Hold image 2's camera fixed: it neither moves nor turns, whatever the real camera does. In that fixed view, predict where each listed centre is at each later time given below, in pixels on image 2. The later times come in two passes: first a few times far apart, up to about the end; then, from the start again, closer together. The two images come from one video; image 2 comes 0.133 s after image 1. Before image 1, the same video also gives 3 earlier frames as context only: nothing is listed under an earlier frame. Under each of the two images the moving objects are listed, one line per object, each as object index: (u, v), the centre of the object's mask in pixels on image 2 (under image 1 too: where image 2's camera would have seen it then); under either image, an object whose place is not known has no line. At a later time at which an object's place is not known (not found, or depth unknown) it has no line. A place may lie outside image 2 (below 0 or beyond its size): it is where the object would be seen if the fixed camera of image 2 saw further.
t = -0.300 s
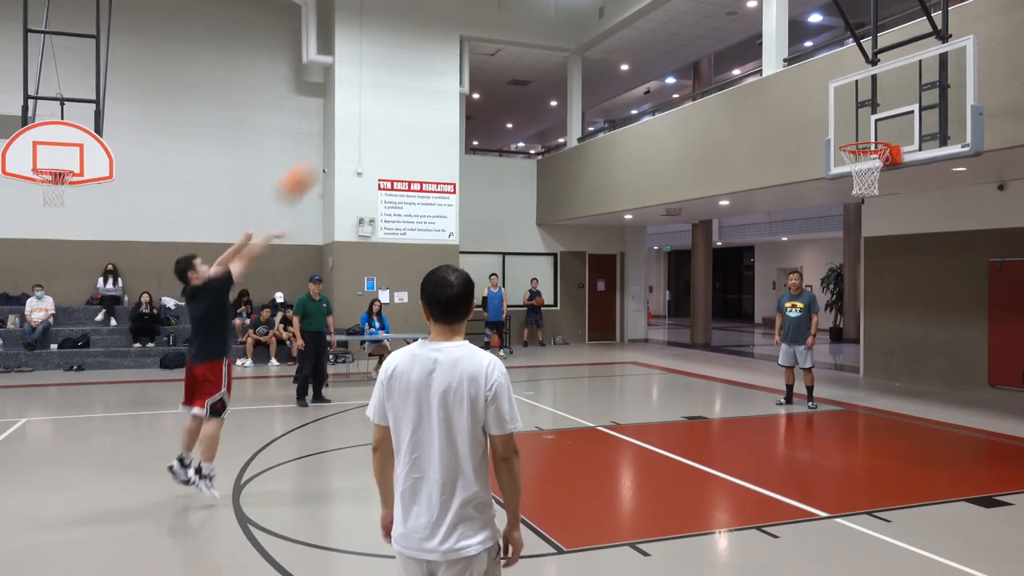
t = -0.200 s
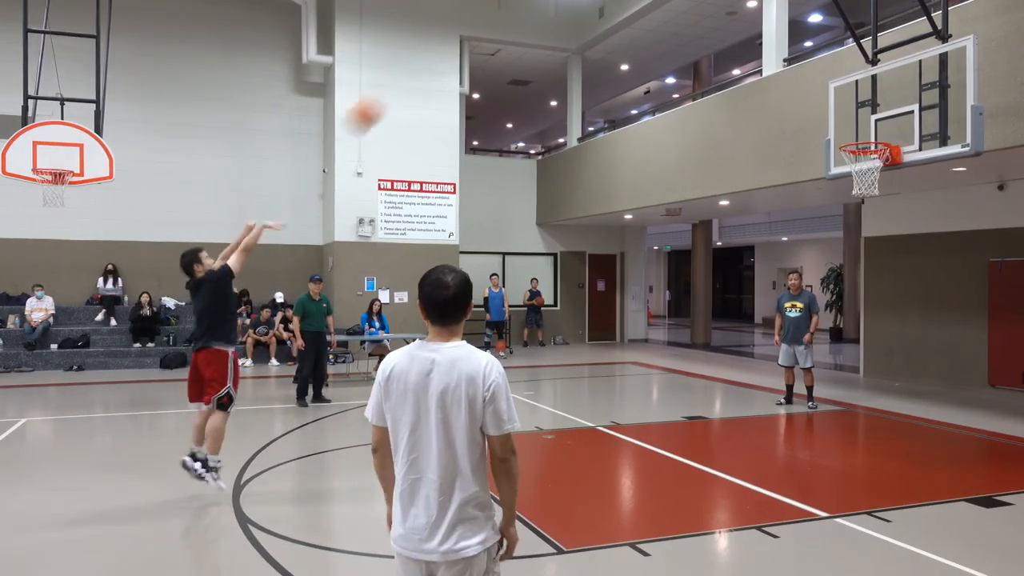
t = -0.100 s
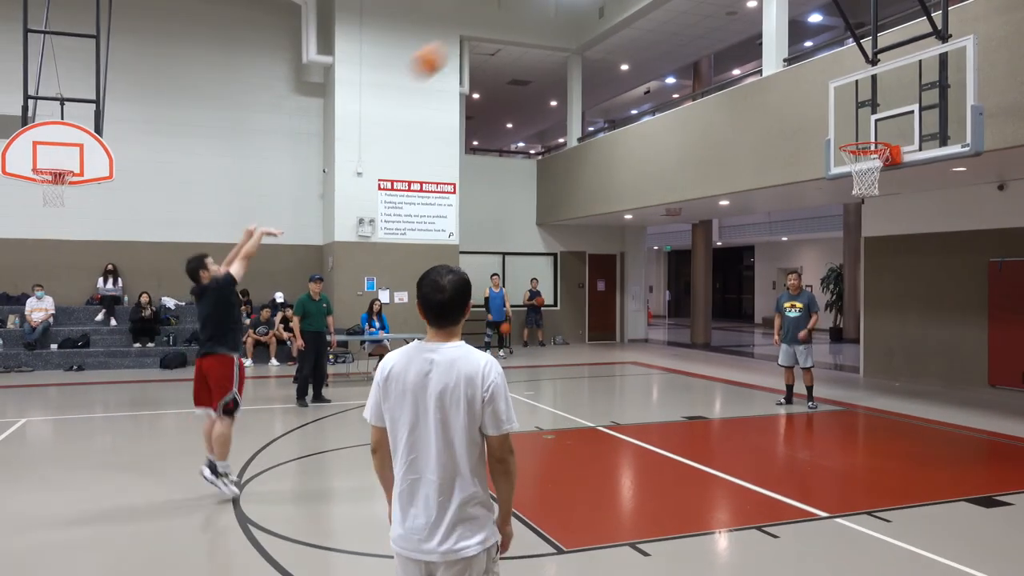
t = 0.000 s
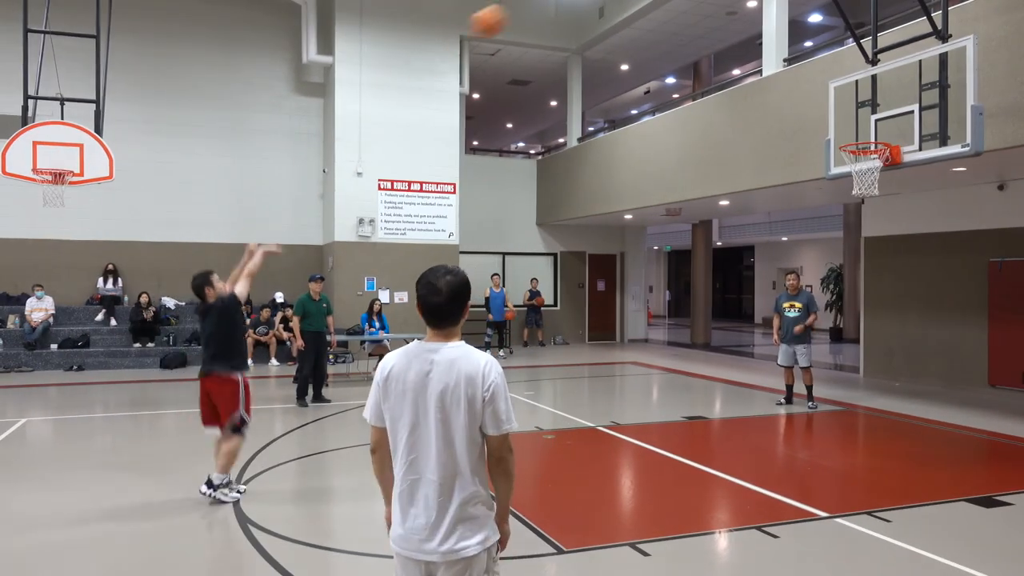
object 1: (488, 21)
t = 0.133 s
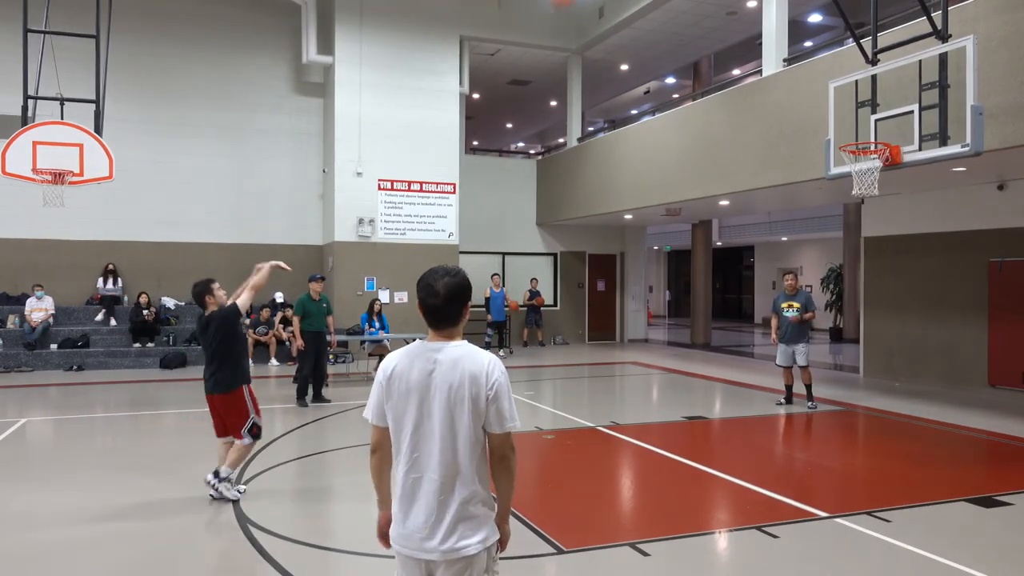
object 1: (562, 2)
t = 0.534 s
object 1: (752, 21)
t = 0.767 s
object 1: (848, 104)
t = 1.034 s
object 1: (893, 122)
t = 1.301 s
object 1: (872, 140)
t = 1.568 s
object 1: (842, 235)
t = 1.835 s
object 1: (807, 419)
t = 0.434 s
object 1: (713, 5)
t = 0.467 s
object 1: (726, 8)
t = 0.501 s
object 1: (739, 12)
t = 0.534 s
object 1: (752, 21)
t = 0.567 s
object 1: (766, 29)
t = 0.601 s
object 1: (784, 40)
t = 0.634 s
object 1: (797, 50)
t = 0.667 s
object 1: (809, 63)
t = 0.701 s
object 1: (822, 76)
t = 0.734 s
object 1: (835, 90)
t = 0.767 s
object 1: (848, 104)
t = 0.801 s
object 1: (860, 120)
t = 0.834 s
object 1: (873, 133)
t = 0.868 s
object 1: (869, 137)
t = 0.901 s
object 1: (853, 138)
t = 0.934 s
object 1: (859, 135)
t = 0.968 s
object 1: (870, 131)
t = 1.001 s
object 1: (882, 126)
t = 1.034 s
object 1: (893, 122)
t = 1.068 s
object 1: (897, 120)
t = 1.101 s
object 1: (893, 120)
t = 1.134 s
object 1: (890, 120)
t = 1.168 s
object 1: (887, 122)
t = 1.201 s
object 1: (883, 125)
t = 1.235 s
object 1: (880, 128)
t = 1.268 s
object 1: (877, 133)
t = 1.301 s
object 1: (872, 140)
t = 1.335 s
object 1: (869, 147)
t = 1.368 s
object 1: (864, 156)
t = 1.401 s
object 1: (860, 165)
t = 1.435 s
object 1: (857, 177)
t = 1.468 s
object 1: (853, 191)
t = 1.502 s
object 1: (849, 205)
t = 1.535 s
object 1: (846, 218)
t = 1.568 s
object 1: (842, 235)
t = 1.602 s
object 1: (837, 253)
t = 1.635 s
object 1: (834, 271)
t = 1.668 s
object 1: (830, 293)
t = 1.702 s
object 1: (825, 317)
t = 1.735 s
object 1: (820, 339)
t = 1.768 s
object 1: (817, 364)
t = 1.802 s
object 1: (814, 389)
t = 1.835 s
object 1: (807, 419)
